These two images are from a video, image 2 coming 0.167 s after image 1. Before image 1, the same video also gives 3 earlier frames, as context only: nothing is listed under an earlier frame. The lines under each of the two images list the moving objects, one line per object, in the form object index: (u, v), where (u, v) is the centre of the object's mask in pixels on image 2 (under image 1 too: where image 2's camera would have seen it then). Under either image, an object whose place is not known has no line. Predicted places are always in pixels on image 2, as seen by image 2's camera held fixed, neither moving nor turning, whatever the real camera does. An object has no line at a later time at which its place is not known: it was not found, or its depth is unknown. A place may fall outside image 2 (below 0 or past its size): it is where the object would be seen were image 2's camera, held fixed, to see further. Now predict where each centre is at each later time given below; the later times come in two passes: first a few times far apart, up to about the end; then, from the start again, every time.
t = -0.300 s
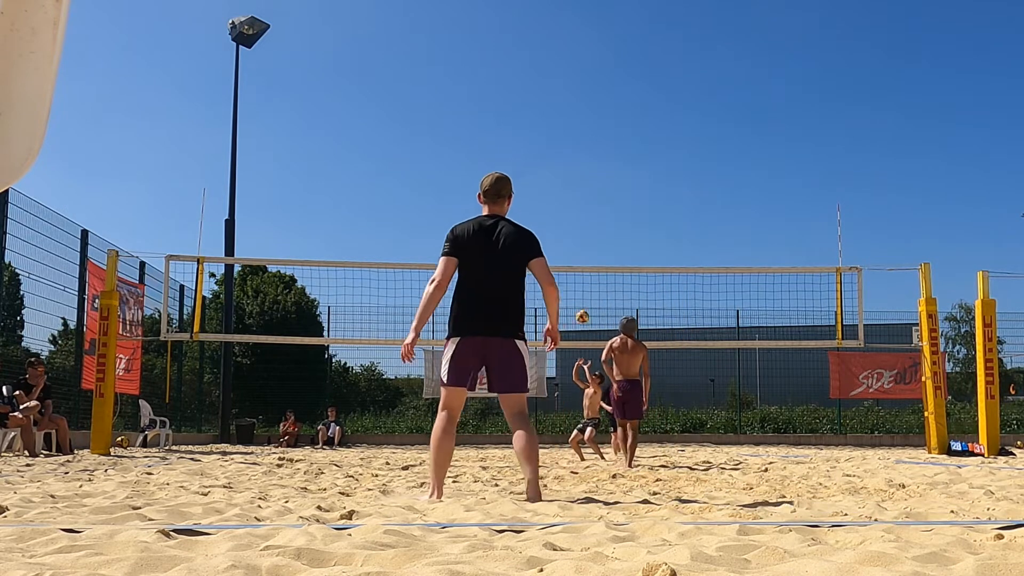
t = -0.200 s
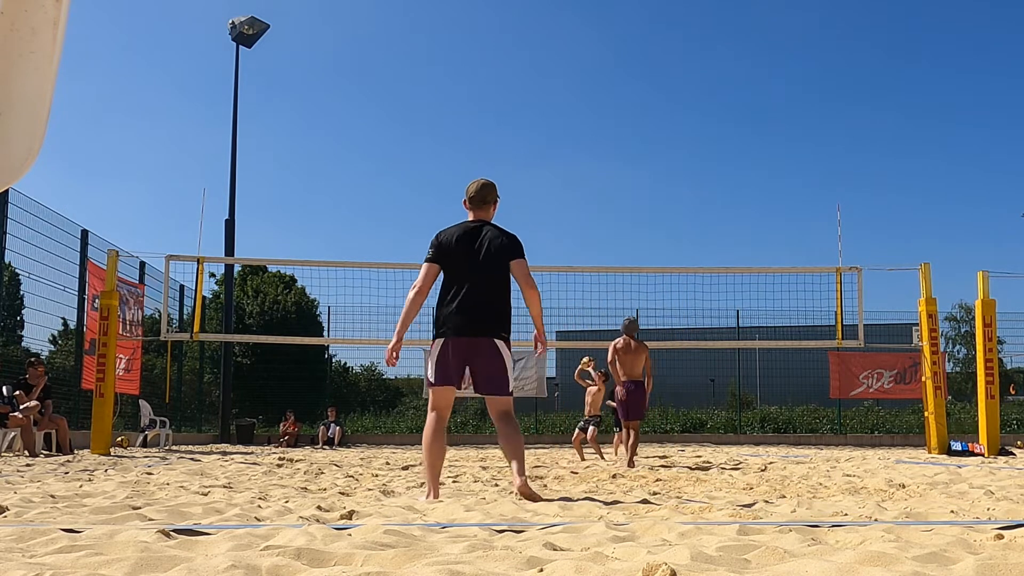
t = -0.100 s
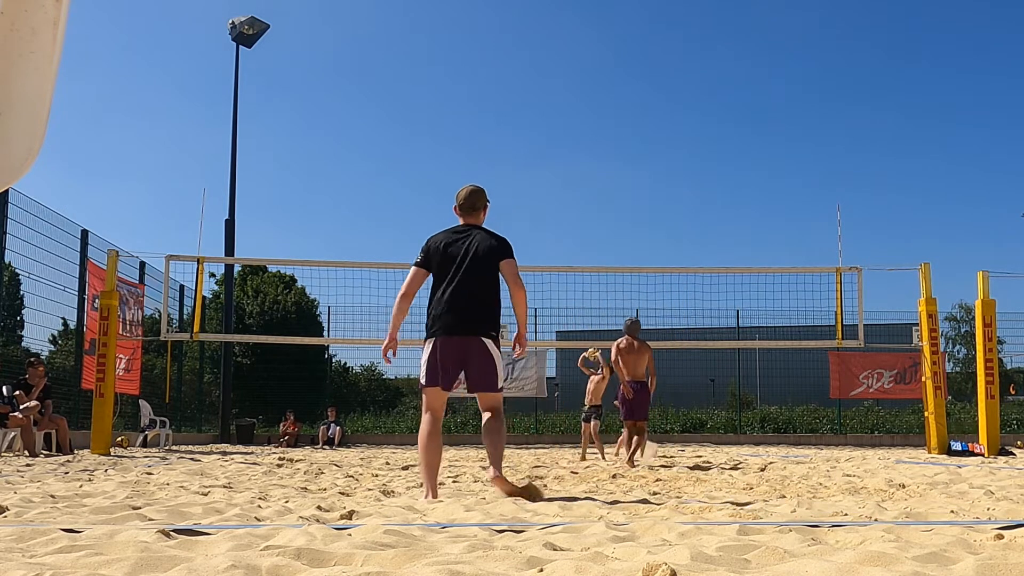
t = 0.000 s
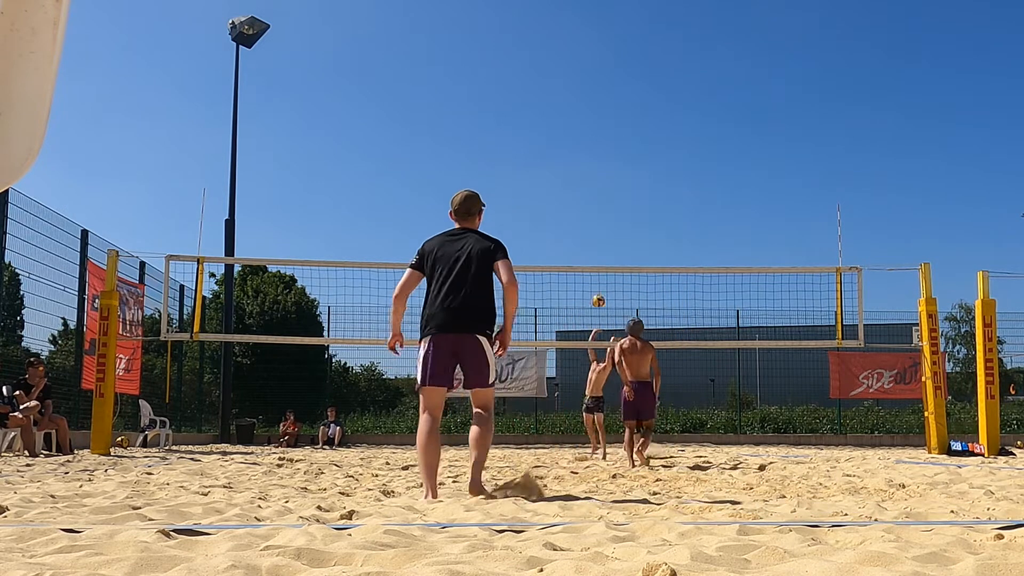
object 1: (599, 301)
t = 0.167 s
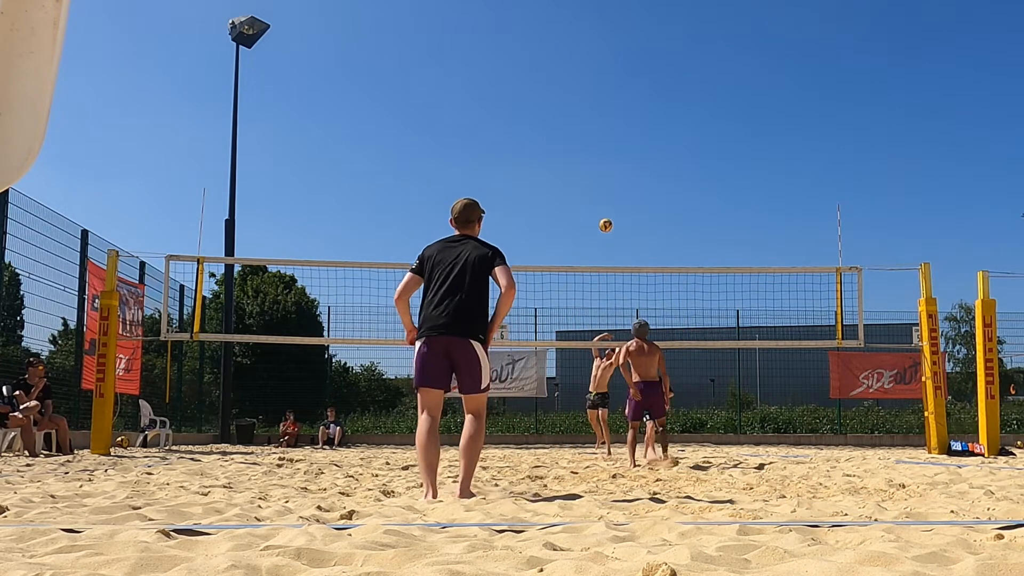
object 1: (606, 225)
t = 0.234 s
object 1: (609, 200)
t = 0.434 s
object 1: (620, 140)
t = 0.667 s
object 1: (633, 100)
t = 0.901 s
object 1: (647, 93)
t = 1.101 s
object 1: (661, 114)
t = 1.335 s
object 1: (679, 175)
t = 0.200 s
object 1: (607, 212)
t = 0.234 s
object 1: (609, 200)
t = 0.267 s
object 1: (611, 188)
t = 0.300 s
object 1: (612, 177)
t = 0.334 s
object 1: (614, 167)
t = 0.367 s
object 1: (616, 157)
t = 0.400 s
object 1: (618, 148)
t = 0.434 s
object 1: (620, 140)
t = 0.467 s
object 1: (622, 132)
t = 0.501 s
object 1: (624, 126)
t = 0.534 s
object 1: (626, 119)
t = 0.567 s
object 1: (627, 113)
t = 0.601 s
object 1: (629, 108)
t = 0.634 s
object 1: (631, 104)
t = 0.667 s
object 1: (633, 100)
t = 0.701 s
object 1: (635, 97)
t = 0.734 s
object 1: (637, 95)
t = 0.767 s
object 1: (639, 93)
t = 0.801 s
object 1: (641, 92)
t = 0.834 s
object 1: (643, 91)
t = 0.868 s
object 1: (645, 92)
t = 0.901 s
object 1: (647, 93)
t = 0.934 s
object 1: (649, 94)
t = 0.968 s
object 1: (652, 97)
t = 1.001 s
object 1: (654, 101)
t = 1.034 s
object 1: (656, 105)
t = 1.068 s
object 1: (659, 109)
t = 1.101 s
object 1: (661, 114)
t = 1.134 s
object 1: (663, 121)
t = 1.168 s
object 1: (666, 128)
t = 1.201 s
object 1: (668, 136)
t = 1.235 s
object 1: (670, 144)
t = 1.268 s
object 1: (673, 153)
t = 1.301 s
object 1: (676, 164)
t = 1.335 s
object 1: (679, 175)
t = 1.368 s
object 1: (681, 187)
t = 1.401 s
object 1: (684, 199)
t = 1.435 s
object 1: (687, 213)
